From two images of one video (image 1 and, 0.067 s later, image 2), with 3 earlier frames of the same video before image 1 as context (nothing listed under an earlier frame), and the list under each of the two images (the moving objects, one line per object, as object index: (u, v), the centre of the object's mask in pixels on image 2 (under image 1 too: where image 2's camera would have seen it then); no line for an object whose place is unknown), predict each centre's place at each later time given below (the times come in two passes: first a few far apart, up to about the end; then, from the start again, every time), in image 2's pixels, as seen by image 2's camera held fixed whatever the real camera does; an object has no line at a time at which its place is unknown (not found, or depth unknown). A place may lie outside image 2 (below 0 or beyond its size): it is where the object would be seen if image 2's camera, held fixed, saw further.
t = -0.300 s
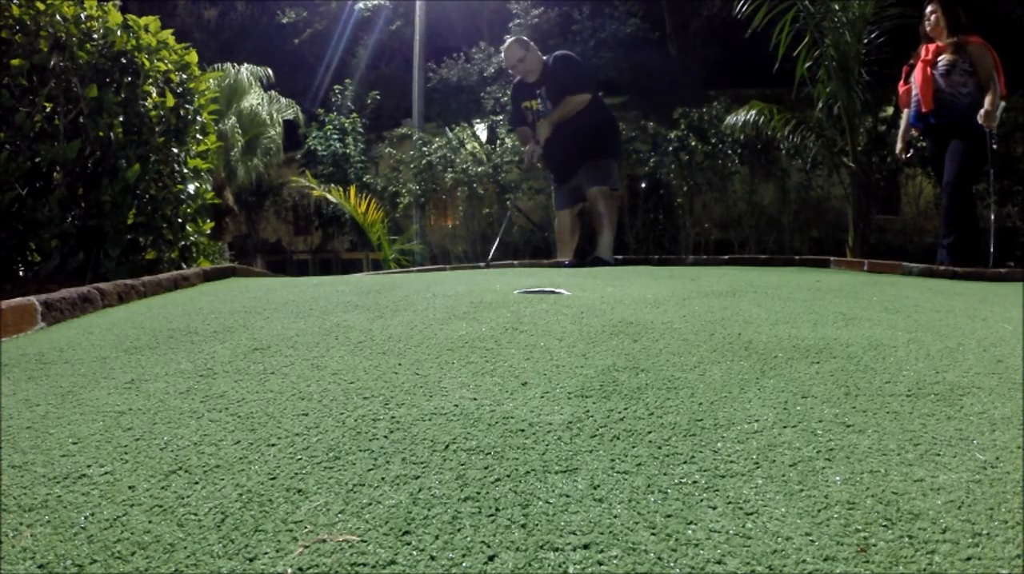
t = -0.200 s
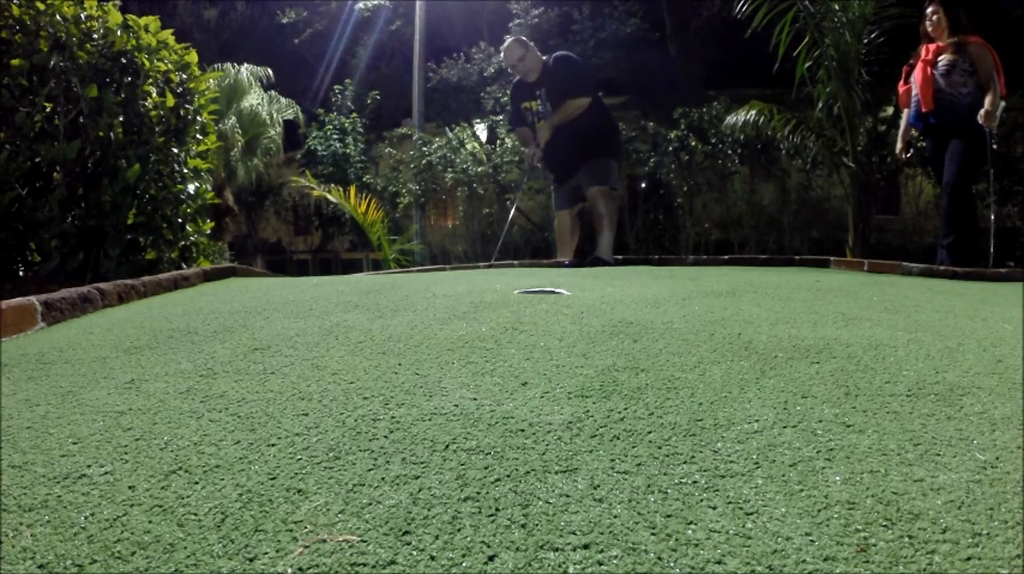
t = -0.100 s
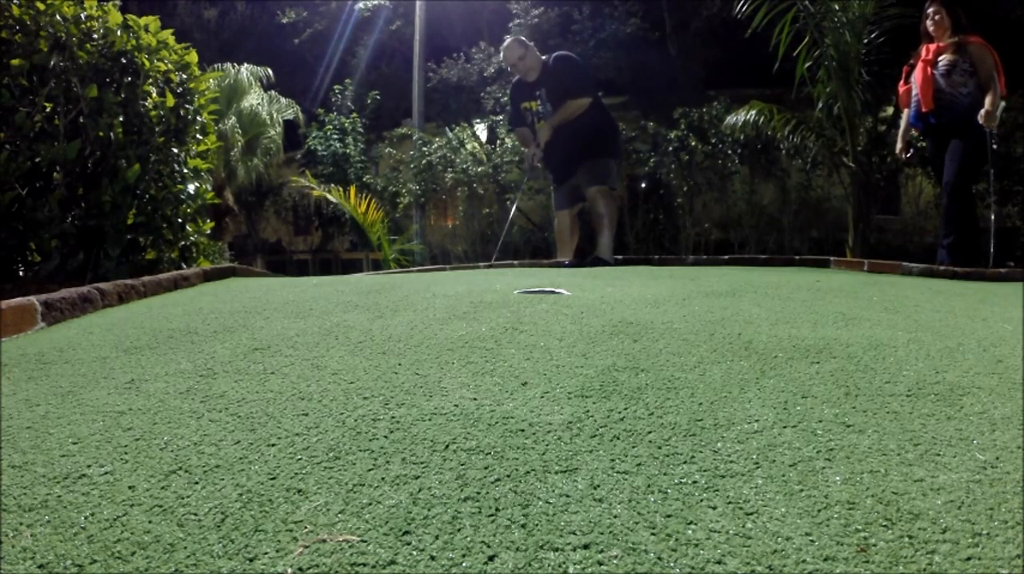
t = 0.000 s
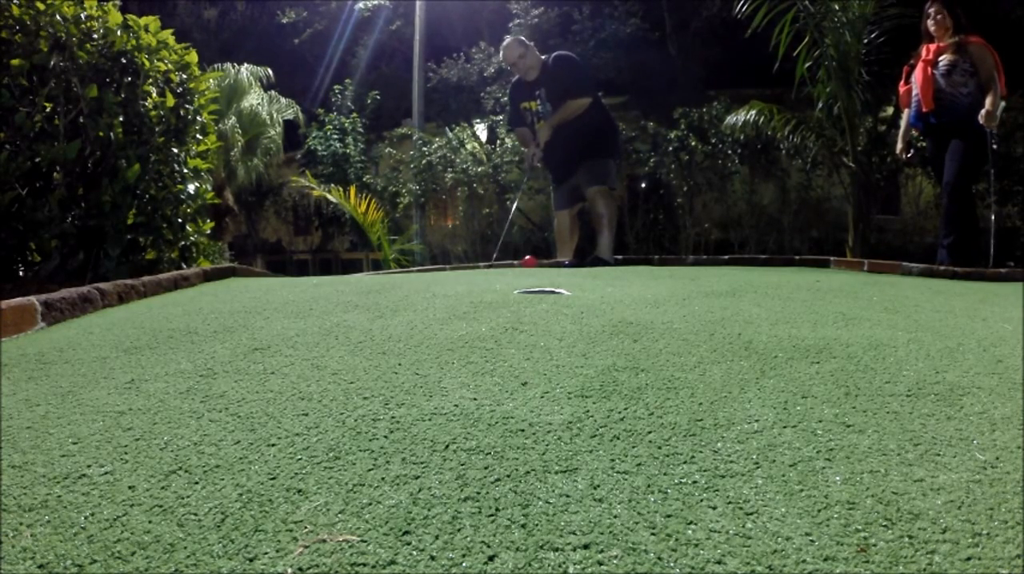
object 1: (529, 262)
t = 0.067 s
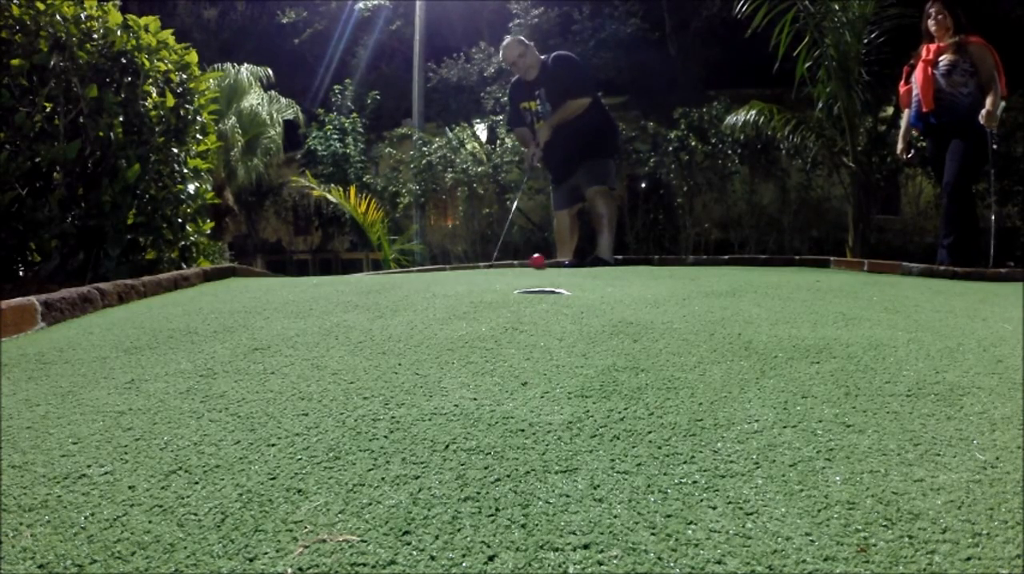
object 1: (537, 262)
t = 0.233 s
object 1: (565, 266)
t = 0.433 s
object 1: (609, 274)
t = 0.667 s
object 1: (688, 284)
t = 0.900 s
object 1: (801, 298)
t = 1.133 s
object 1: (953, 315)
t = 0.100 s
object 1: (542, 262)
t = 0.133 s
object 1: (548, 263)
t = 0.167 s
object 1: (552, 265)
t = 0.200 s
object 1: (559, 266)
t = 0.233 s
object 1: (565, 266)
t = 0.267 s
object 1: (571, 268)
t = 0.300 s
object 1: (577, 269)
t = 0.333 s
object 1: (585, 269)
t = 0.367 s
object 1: (592, 271)
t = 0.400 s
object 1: (600, 272)
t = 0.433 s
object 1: (609, 274)
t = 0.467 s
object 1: (619, 276)
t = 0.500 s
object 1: (628, 277)
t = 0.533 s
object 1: (639, 278)
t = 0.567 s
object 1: (650, 279)
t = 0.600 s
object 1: (662, 280)
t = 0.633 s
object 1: (674, 282)
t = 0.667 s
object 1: (688, 284)
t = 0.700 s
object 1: (701, 286)
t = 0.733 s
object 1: (716, 288)
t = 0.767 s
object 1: (731, 290)
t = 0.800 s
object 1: (747, 292)
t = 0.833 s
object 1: (764, 294)
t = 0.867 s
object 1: (782, 296)
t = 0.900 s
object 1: (801, 298)
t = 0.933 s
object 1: (820, 301)
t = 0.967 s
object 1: (841, 303)
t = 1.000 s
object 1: (862, 306)
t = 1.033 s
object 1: (883, 308)
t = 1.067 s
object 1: (906, 311)
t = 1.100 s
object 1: (929, 313)
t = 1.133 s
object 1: (953, 315)
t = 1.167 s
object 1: (977, 318)
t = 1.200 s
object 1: (1001, 320)
